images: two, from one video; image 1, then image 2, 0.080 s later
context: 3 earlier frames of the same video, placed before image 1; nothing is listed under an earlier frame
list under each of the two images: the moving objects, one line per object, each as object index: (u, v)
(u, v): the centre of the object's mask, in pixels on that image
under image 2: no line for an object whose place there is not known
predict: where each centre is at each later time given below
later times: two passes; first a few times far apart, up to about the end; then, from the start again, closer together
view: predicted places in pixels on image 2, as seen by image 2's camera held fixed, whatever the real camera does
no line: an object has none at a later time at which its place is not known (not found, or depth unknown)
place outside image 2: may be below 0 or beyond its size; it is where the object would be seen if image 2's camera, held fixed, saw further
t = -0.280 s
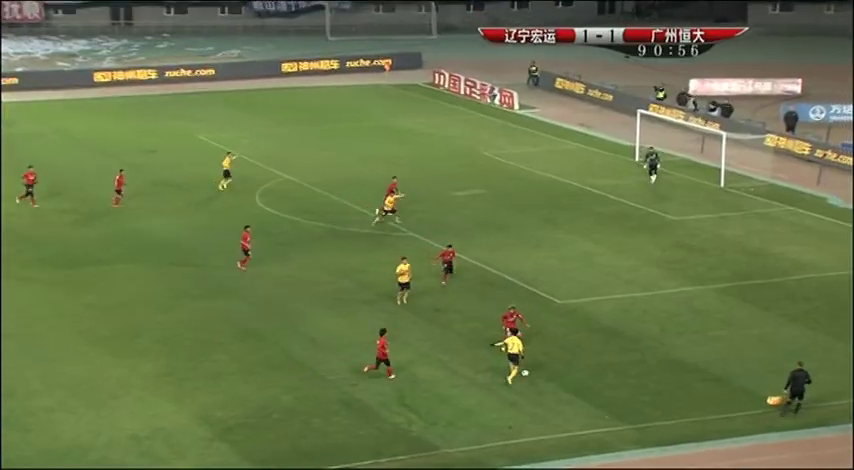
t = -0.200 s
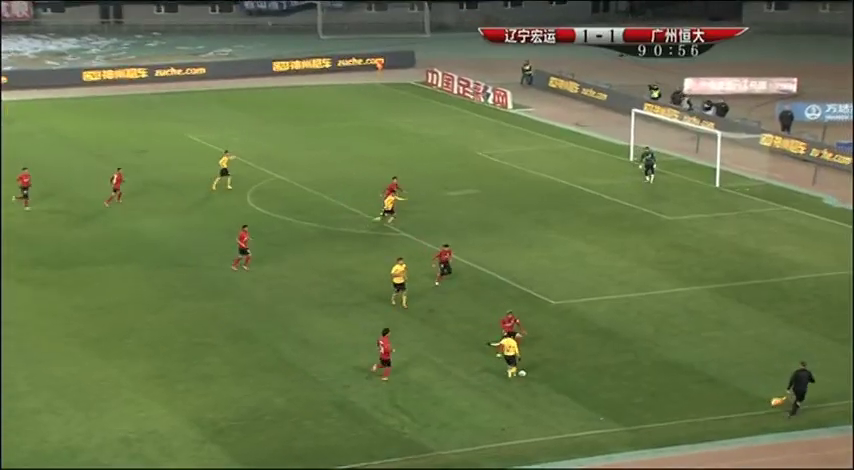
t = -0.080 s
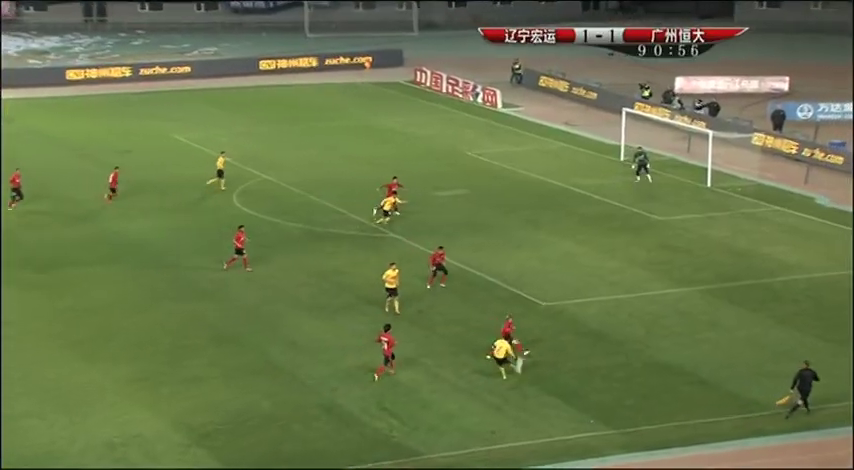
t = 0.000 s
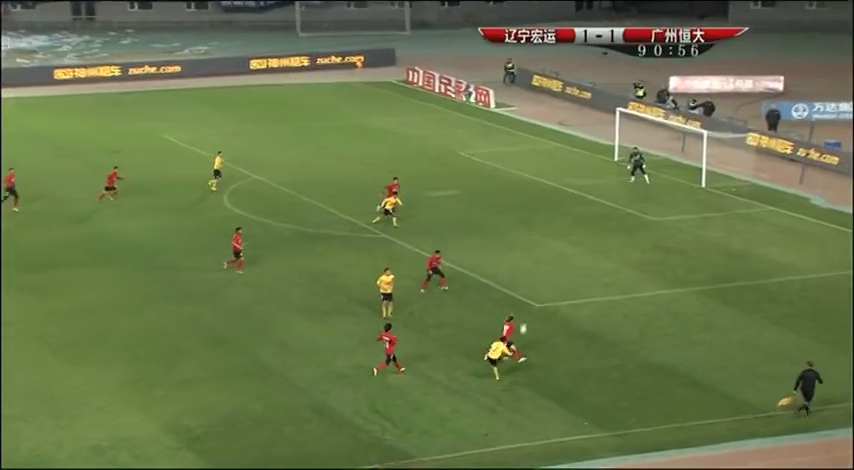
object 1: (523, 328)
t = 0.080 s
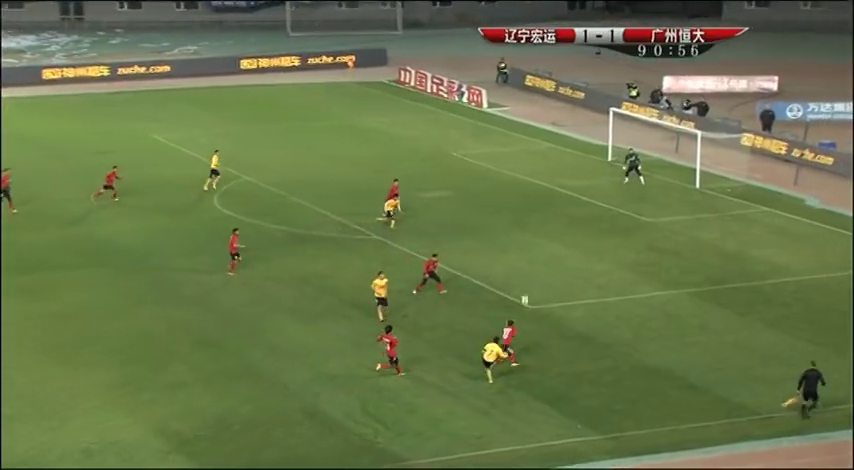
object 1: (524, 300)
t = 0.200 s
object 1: (534, 259)
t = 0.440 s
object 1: (543, 199)
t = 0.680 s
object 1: (543, 162)
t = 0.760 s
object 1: (541, 153)
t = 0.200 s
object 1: (534, 259)
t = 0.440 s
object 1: (543, 199)
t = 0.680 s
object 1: (543, 162)
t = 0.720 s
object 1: (543, 157)
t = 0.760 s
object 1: (541, 153)
